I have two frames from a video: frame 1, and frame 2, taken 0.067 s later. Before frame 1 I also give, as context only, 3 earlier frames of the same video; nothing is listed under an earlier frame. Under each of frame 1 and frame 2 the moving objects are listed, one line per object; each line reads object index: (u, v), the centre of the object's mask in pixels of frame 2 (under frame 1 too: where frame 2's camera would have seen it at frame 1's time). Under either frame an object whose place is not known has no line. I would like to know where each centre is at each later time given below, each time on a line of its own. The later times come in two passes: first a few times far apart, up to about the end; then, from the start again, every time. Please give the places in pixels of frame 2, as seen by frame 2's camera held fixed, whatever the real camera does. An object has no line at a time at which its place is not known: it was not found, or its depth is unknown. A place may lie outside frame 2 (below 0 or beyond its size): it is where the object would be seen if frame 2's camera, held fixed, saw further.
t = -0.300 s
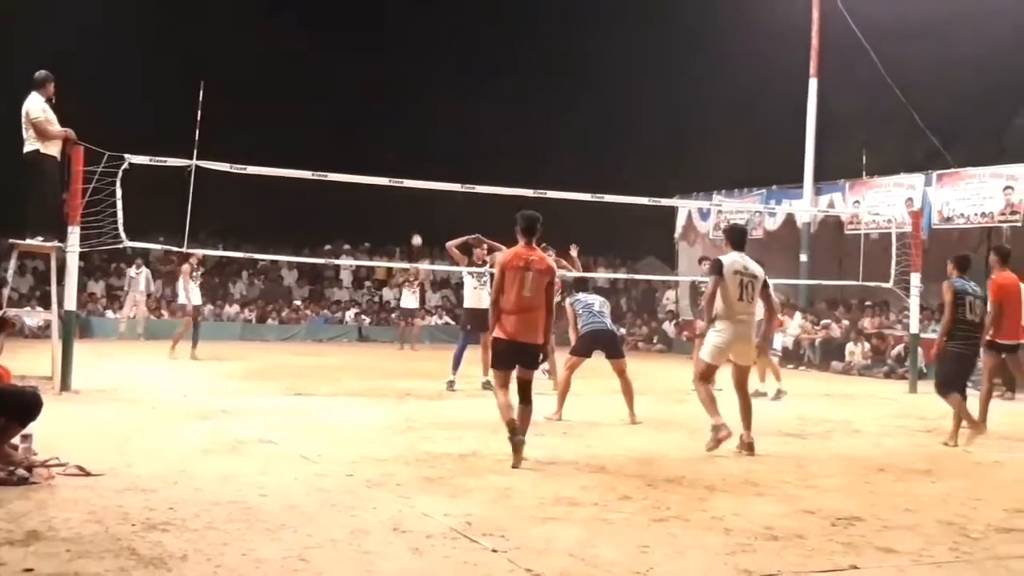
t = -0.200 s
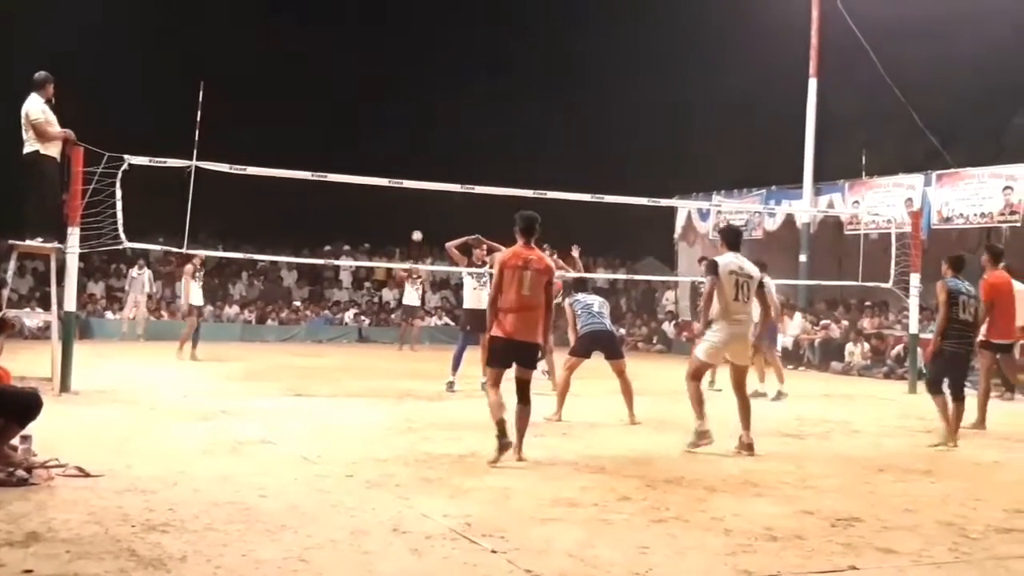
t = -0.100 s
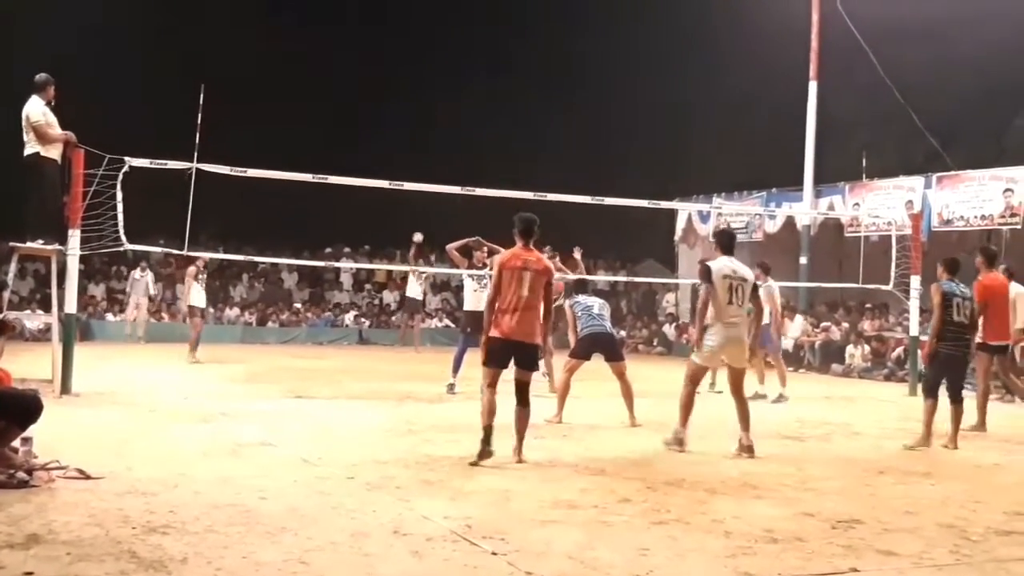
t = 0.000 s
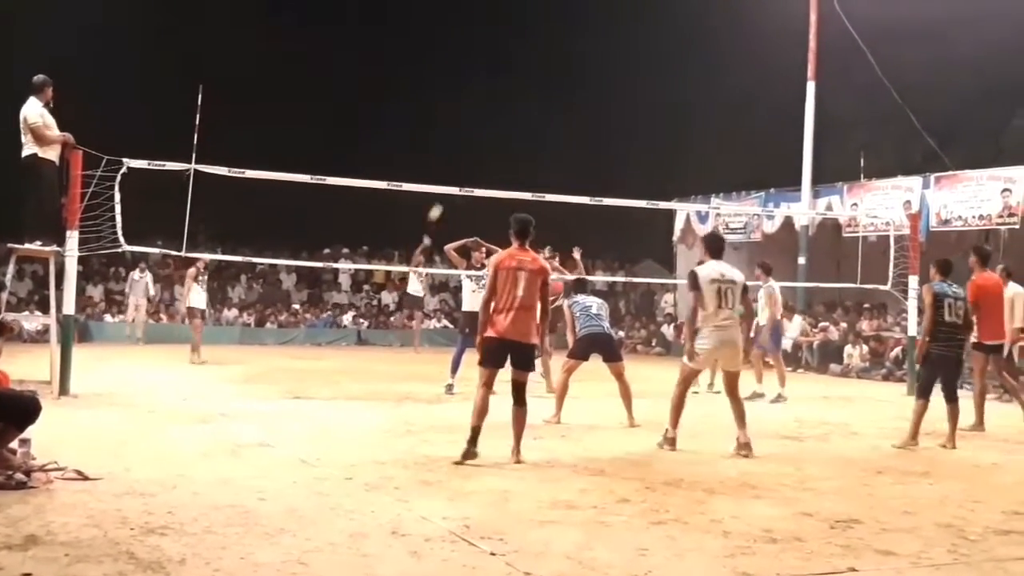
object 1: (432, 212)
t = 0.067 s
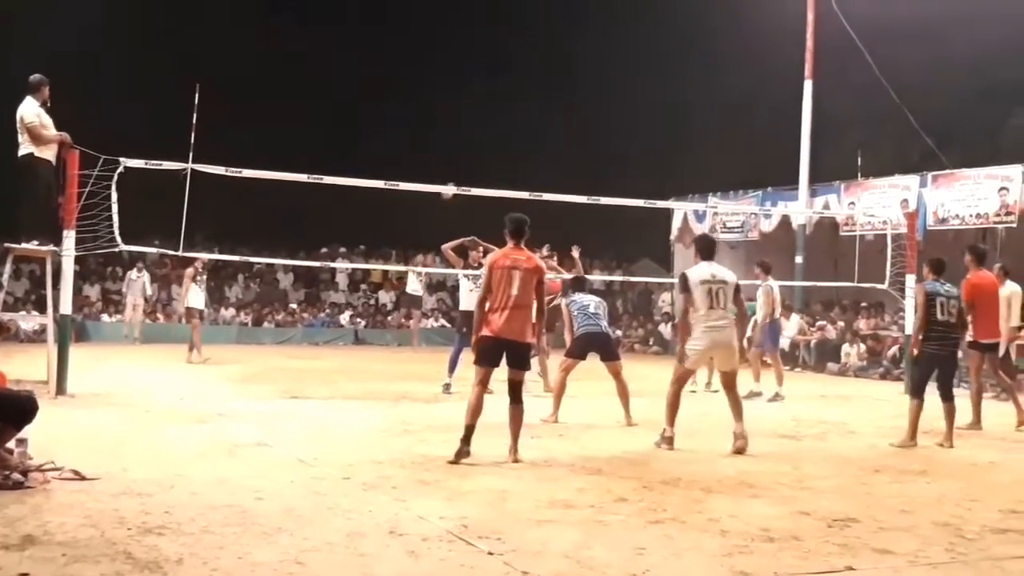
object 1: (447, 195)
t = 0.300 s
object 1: (507, 129)
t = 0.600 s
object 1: (591, 83)
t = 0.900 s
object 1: (688, 86)
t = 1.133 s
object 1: (774, 138)
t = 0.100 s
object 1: (457, 180)
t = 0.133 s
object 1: (464, 171)
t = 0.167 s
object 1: (473, 162)
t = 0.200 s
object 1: (481, 153)
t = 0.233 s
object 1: (489, 145)
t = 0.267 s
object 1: (498, 137)
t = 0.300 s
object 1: (507, 129)
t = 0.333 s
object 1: (516, 122)
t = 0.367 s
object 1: (525, 115)
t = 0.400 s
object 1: (533, 109)
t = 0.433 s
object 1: (542, 104)
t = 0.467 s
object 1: (553, 98)
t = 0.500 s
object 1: (562, 94)
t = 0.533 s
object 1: (572, 89)
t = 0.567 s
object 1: (581, 86)
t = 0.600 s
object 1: (591, 83)
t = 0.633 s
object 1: (601, 80)
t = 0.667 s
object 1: (611, 78)
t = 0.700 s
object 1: (622, 77)
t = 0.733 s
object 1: (632, 77)
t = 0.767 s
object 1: (643, 77)
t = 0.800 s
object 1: (654, 78)
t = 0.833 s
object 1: (665, 79)
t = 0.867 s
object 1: (677, 82)
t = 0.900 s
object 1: (688, 86)
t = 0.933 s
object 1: (699, 90)
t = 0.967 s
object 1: (712, 96)
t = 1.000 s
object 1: (724, 102)
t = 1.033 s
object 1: (736, 110)
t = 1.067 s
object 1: (748, 118)
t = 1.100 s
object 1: (761, 127)
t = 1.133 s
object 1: (774, 138)
